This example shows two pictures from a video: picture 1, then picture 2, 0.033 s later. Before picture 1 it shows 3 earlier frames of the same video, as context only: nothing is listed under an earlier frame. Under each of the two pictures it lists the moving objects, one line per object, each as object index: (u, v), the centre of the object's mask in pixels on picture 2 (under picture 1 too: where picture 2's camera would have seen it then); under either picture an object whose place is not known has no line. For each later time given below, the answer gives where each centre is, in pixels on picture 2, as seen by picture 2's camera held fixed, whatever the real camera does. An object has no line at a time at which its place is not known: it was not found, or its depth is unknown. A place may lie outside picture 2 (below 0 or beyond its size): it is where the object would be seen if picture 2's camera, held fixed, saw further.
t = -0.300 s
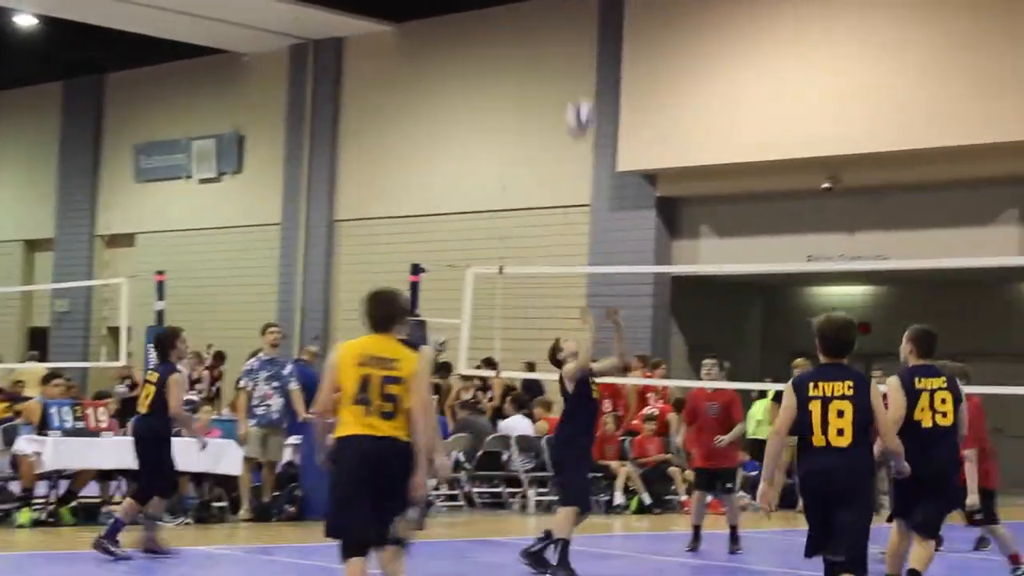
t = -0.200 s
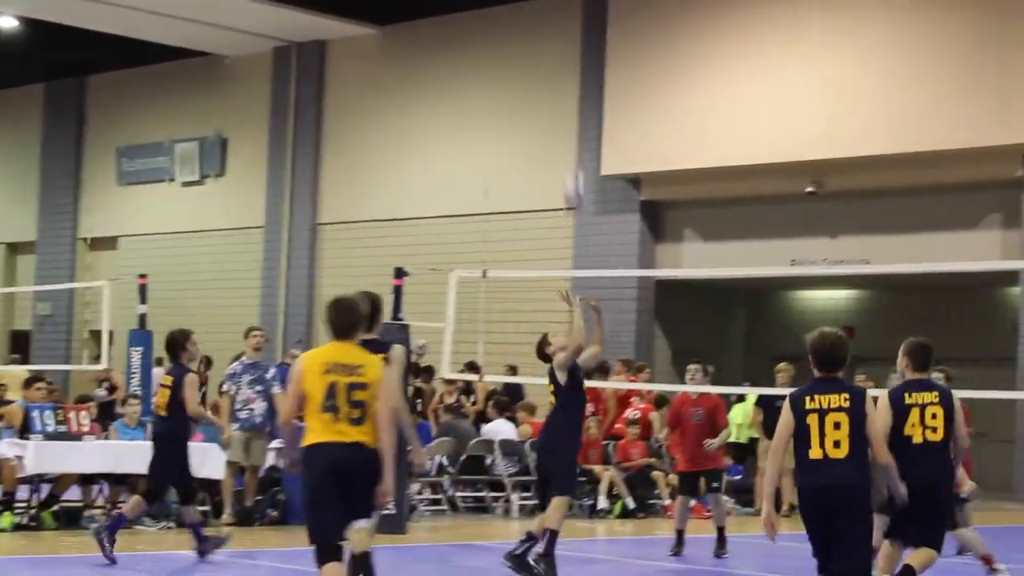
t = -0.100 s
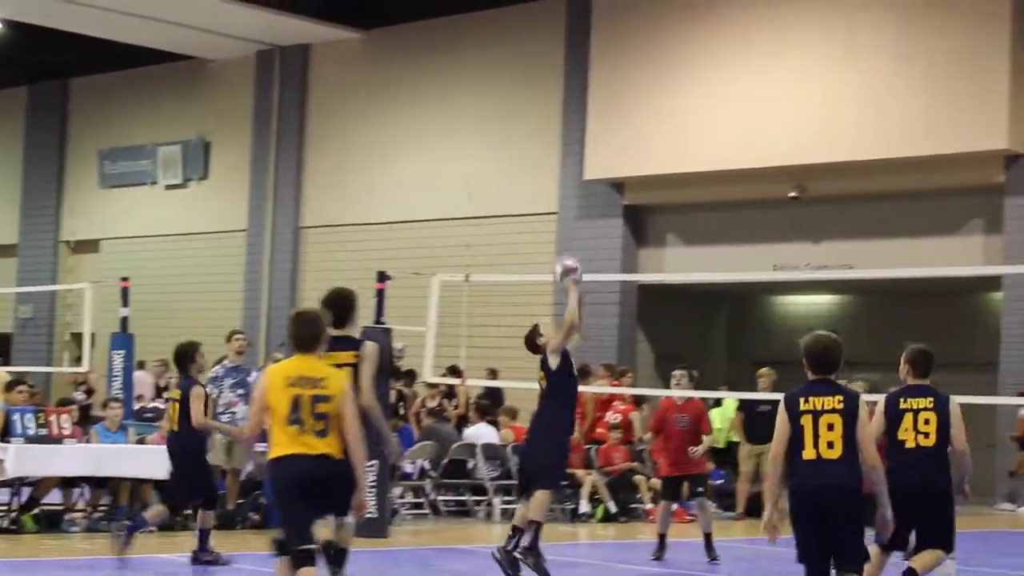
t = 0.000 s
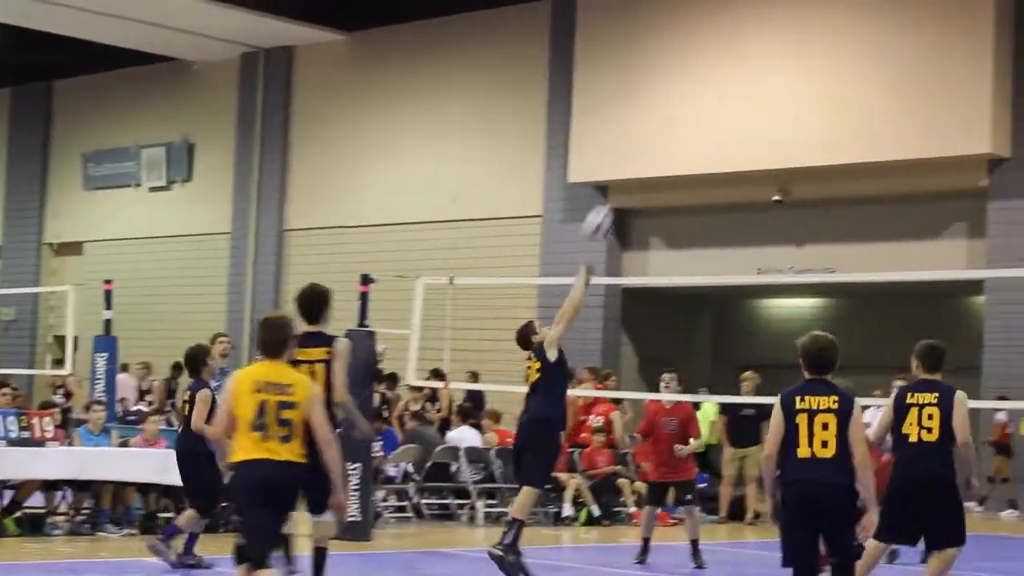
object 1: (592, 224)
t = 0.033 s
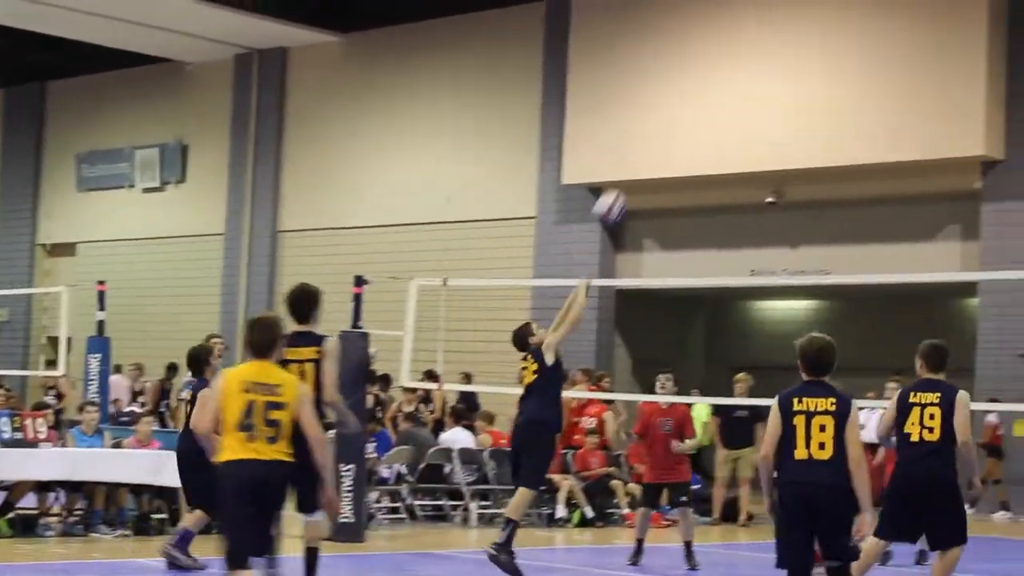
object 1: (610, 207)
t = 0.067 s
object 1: (625, 192)
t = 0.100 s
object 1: (642, 179)
